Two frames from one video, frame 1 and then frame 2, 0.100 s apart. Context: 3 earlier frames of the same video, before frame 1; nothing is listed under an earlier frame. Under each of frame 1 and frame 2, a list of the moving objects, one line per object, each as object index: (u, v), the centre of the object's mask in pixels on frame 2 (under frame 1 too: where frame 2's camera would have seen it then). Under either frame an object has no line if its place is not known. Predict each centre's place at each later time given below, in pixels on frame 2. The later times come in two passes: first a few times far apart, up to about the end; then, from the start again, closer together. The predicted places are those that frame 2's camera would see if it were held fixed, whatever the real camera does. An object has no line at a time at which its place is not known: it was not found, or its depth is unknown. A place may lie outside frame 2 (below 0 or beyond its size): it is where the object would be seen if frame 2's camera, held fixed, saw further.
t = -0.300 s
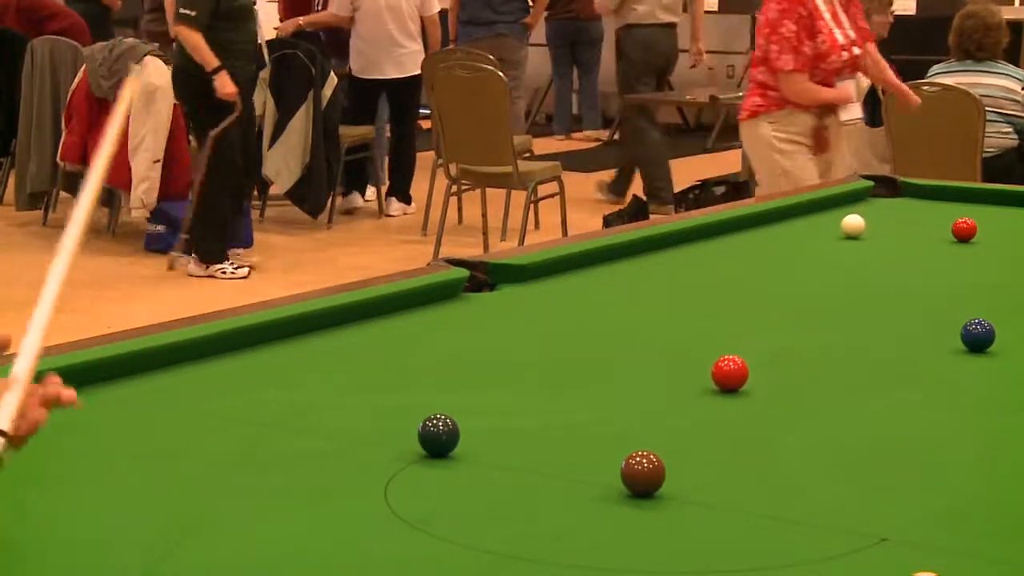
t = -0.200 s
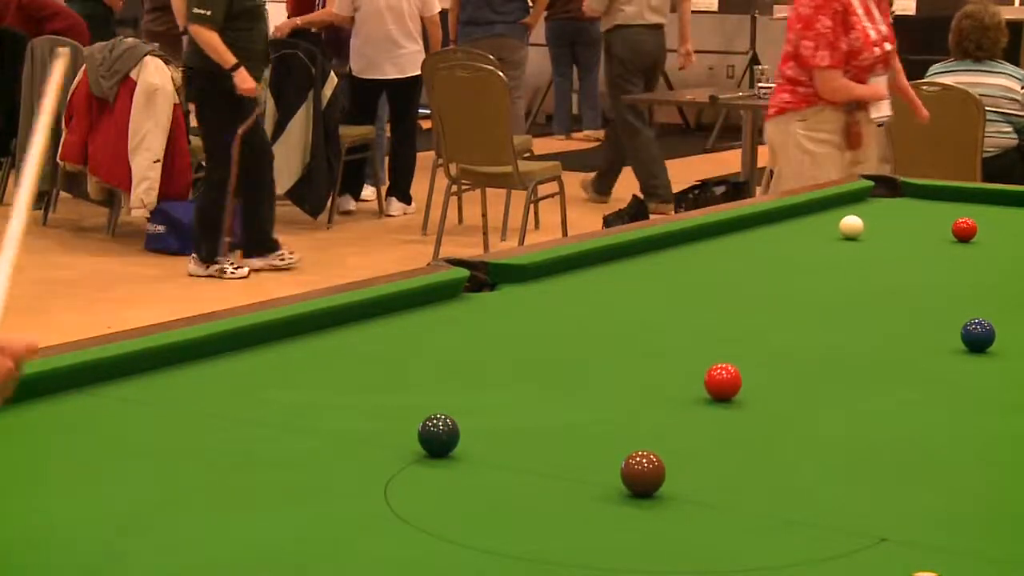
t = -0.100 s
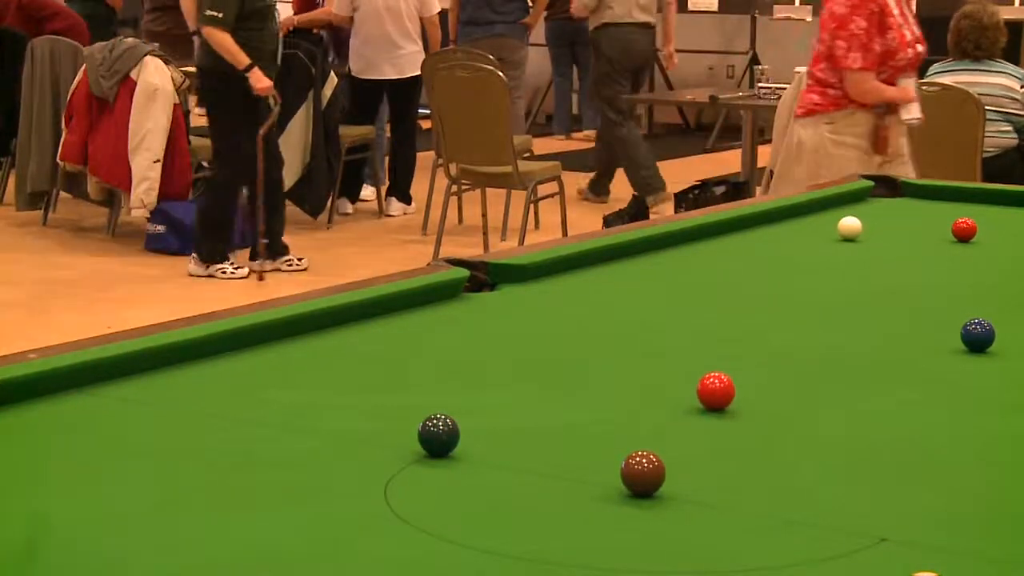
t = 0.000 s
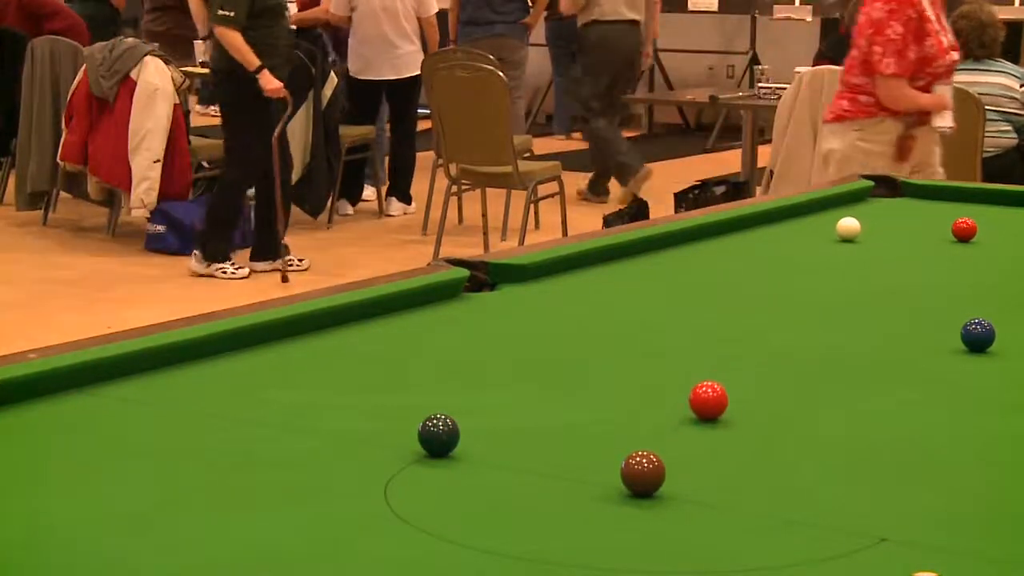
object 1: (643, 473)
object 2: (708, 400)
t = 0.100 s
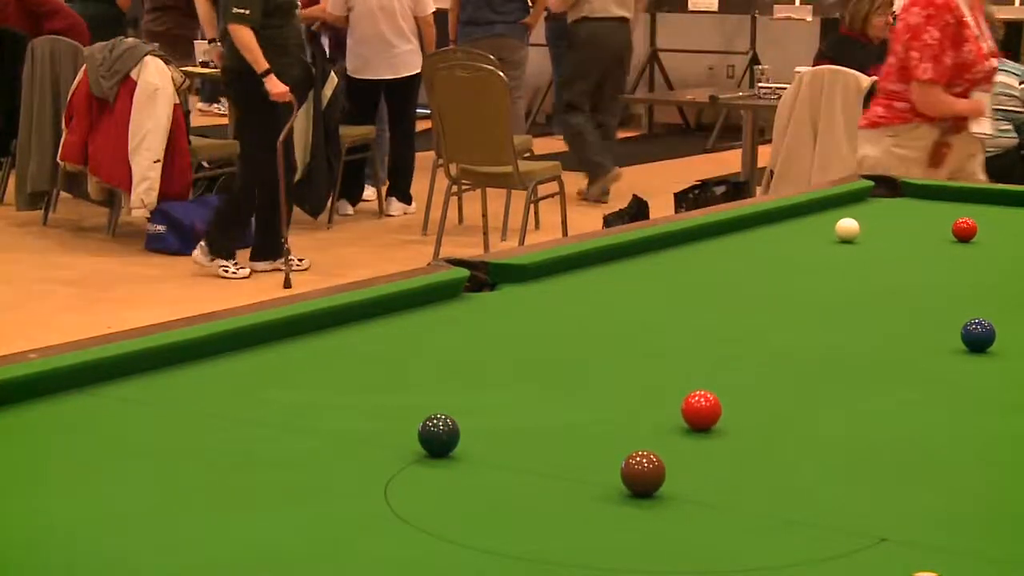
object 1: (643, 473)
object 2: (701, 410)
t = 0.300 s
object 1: (643, 473)
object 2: (686, 430)
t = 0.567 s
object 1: (643, 473)
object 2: (670, 456)
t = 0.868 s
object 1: (611, 492)
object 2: (677, 471)
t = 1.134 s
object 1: (582, 508)
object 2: (689, 479)
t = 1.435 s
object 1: (549, 526)
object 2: (702, 486)
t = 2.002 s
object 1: (488, 555)
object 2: (720, 495)
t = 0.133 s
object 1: (643, 473)
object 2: (699, 413)
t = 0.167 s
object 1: (643, 473)
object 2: (696, 417)
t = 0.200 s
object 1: (643, 473)
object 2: (693, 420)
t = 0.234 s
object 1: (643, 473)
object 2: (691, 423)
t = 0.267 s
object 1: (643, 473)
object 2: (689, 427)
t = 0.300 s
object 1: (643, 473)
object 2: (686, 430)
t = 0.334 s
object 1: (643, 473)
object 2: (683, 434)
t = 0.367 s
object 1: (643, 473)
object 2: (681, 437)
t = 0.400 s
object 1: (643, 473)
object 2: (678, 441)
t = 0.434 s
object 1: (643, 473)
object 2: (676, 444)
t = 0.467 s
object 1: (643, 473)
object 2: (674, 447)
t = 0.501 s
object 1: (643, 473)
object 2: (672, 450)
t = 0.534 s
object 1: (643, 473)
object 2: (671, 453)
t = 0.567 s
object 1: (643, 473)
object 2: (670, 456)
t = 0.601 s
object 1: (643, 473)
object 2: (669, 459)
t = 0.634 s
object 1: (638, 476)
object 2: (668, 462)
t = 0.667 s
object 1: (633, 479)
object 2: (668, 464)
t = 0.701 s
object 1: (629, 481)
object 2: (669, 466)
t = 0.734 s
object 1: (625, 483)
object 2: (670, 467)
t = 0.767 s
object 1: (622, 485)
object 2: (672, 468)
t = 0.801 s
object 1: (618, 487)
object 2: (674, 469)
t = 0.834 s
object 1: (614, 490)
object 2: (676, 470)
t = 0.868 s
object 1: (611, 492)
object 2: (677, 471)
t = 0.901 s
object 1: (607, 494)
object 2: (679, 472)
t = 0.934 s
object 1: (603, 496)
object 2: (680, 473)
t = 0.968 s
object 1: (600, 498)
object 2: (682, 474)
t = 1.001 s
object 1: (596, 500)
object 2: (683, 475)
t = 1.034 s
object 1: (593, 502)
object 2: (685, 476)
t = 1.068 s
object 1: (589, 504)
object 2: (686, 477)
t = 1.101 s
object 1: (586, 506)
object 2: (688, 478)
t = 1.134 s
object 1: (582, 508)
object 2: (689, 479)
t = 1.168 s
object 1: (578, 511)
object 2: (691, 480)
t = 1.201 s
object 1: (574, 513)
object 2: (692, 481)
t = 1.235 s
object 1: (571, 515)
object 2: (693, 482)
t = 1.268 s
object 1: (567, 517)
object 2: (695, 482)
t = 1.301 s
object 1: (563, 519)
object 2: (696, 483)
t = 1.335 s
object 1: (560, 521)
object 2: (698, 484)
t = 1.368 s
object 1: (556, 523)
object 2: (699, 485)
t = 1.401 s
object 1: (552, 525)
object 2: (700, 485)
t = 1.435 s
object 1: (549, 526)
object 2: (702, 486)
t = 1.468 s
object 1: (545, 529)
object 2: (703, 487)
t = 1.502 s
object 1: (541, 530)
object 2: (704, 487)
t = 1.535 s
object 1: (537, 533)
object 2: (705, 488)
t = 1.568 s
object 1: (534, 534)
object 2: (706, 489)
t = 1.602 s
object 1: (530, 537)
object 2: (707, 489)
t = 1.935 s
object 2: (713, 495)
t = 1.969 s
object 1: (491, 554)
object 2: (719, 495)
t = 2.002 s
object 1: (488, 555)
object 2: (720, 495)
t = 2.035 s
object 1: (485, 556)
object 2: (721, 495)
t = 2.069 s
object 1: (481, 557)
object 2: (722, 496)
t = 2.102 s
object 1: (478, 558)
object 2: (723, 496)
